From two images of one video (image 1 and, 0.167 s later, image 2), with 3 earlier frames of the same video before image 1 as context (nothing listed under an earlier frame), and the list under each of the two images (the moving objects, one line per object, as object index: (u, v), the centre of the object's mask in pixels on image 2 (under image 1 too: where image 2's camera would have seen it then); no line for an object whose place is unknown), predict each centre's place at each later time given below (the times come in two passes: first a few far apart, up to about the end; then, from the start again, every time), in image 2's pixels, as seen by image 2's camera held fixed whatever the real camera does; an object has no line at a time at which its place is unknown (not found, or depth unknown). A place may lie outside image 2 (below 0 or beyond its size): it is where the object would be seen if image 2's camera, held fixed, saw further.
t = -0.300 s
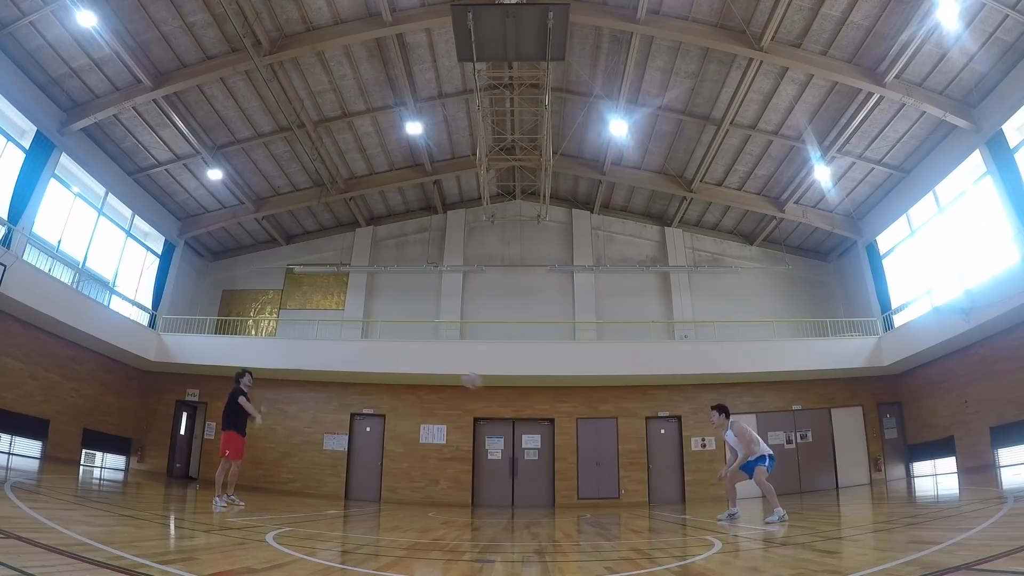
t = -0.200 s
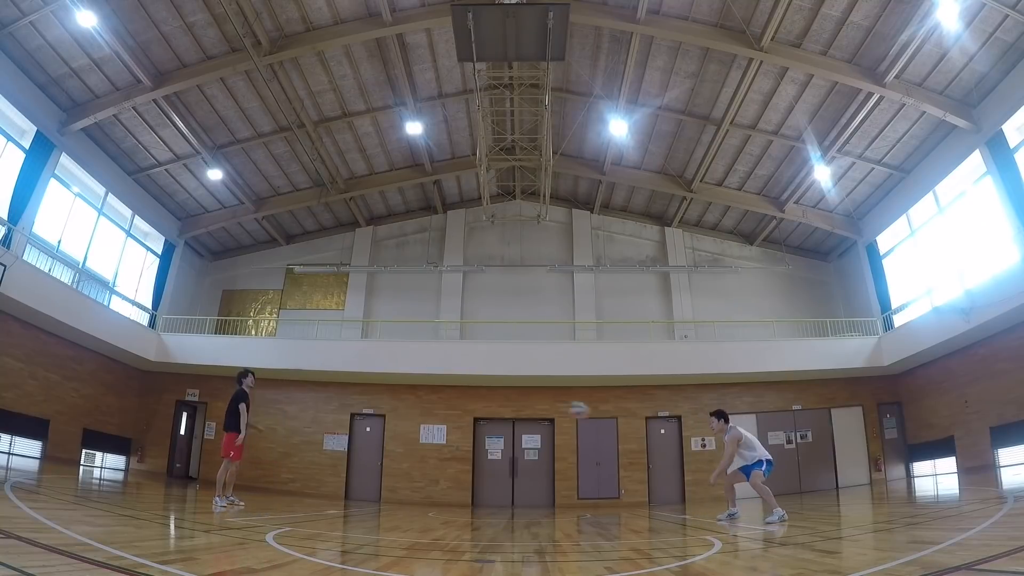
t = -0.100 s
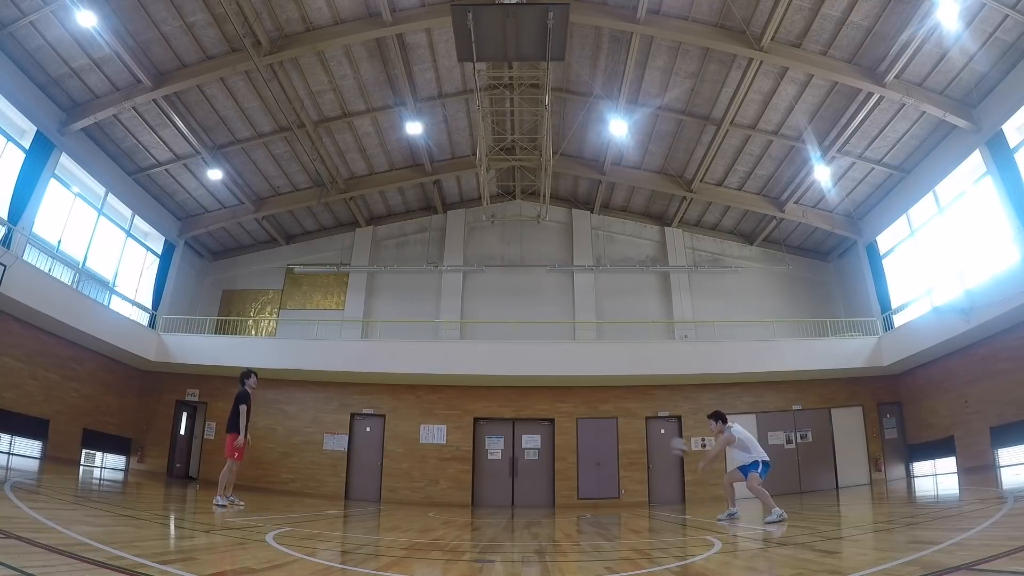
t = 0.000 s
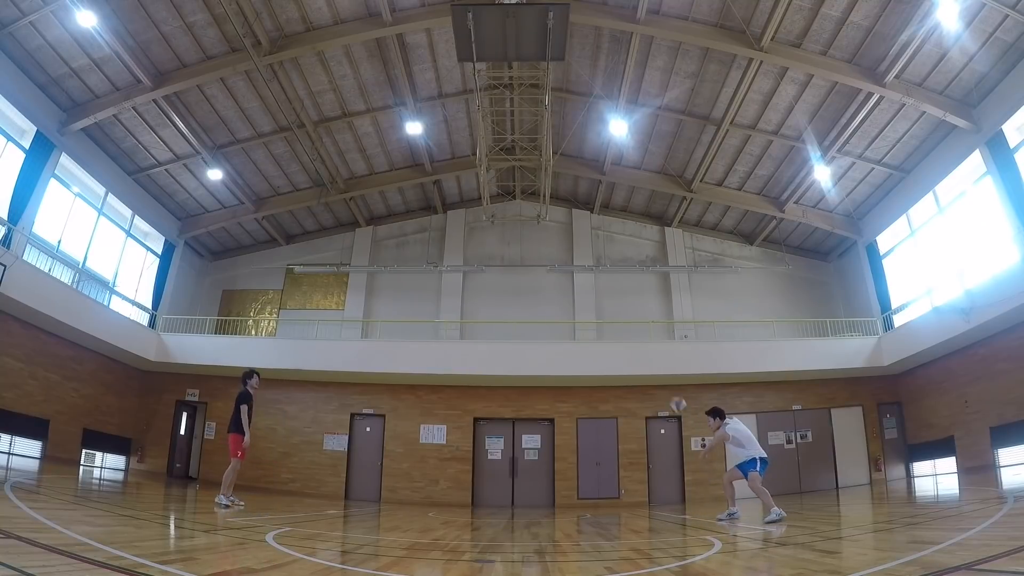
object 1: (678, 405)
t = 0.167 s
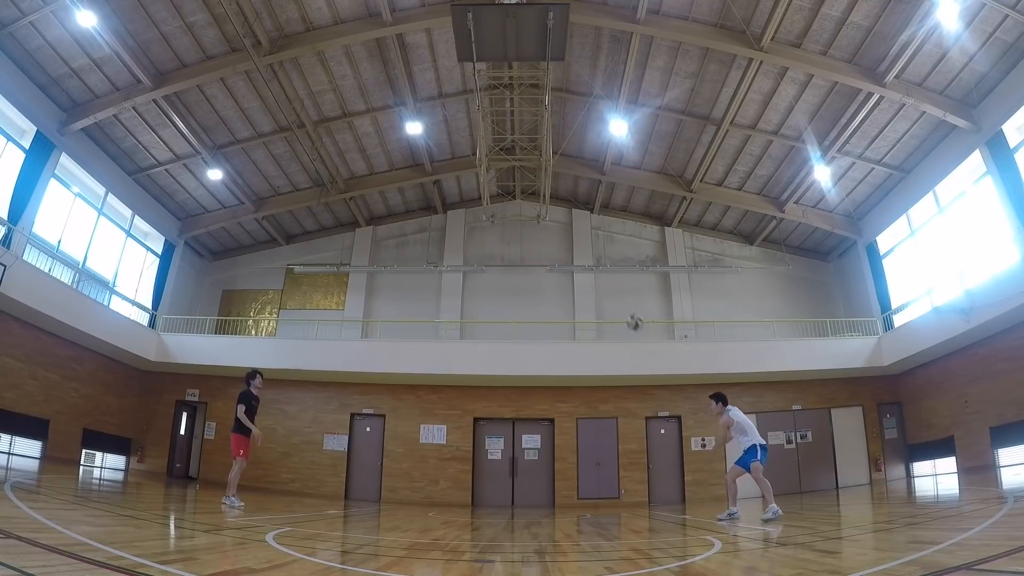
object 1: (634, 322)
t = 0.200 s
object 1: (626, 309)
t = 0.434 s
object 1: (571, 234)
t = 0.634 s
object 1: (525, 202)
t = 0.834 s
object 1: (480, 196)
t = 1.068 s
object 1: (422, 222)
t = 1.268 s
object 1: (364, 284)
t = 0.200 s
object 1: (626, 309)
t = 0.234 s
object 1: (618, 295)
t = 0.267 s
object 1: (610, 283)
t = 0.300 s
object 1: (602, 272)
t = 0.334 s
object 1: (594, 261)
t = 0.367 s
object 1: (587, 252)
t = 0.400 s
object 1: (578, 242)
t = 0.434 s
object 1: (571, 234)
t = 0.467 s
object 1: (563, 227)
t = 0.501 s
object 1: (555, 220)
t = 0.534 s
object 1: (548, 214)
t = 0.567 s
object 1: (540, 210)
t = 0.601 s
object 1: (533, 205)
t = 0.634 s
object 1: (525, 202)
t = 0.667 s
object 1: (518, 198)
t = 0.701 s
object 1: (511, 196)
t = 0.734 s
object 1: (503, 194)
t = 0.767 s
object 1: (495, 195)
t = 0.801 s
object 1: (488, 195)
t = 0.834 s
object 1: (480, 196)
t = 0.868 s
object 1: (472, 197)
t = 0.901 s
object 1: (464, 199)
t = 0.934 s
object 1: (456, 202)
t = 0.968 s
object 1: (447, 205)
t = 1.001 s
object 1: (439, 210)
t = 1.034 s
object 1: (431, 217)
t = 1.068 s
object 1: (422, 222)
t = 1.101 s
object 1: (412, 231)
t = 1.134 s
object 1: (404, 239)
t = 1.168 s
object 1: (394, 249)
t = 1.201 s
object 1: (385, 258)
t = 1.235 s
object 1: (375, 270)
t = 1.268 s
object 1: (364, 284)
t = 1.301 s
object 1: (354, 299)
